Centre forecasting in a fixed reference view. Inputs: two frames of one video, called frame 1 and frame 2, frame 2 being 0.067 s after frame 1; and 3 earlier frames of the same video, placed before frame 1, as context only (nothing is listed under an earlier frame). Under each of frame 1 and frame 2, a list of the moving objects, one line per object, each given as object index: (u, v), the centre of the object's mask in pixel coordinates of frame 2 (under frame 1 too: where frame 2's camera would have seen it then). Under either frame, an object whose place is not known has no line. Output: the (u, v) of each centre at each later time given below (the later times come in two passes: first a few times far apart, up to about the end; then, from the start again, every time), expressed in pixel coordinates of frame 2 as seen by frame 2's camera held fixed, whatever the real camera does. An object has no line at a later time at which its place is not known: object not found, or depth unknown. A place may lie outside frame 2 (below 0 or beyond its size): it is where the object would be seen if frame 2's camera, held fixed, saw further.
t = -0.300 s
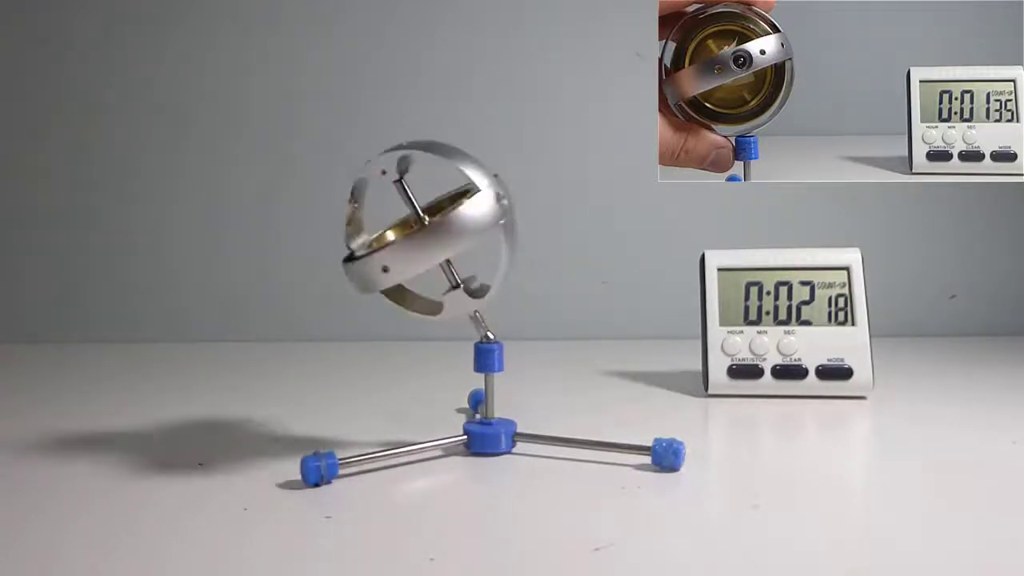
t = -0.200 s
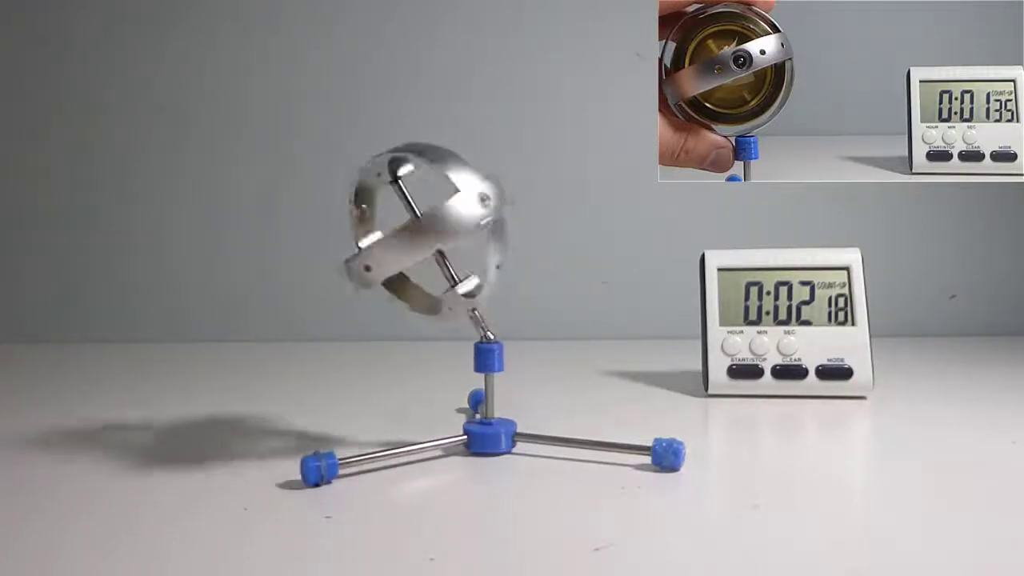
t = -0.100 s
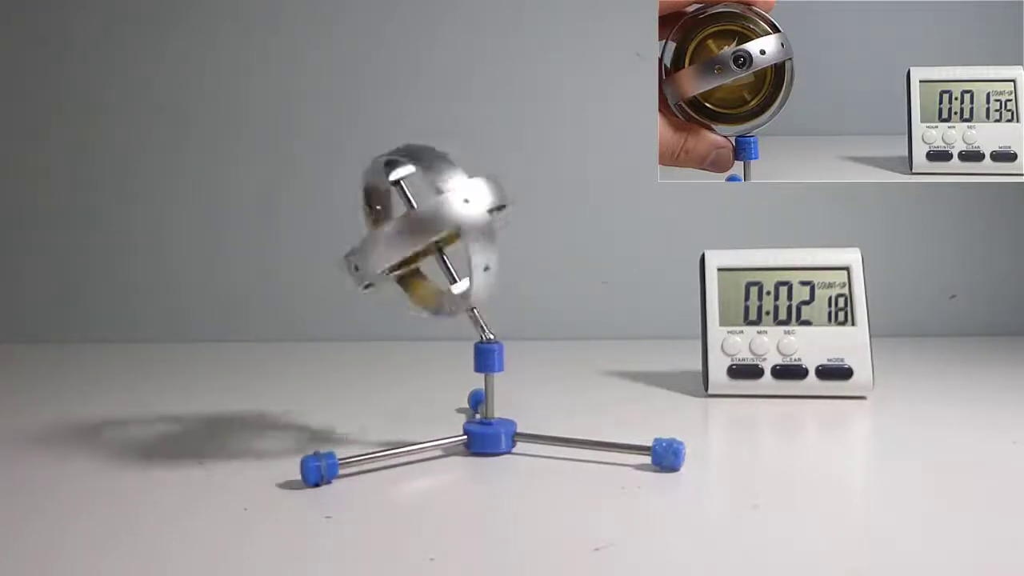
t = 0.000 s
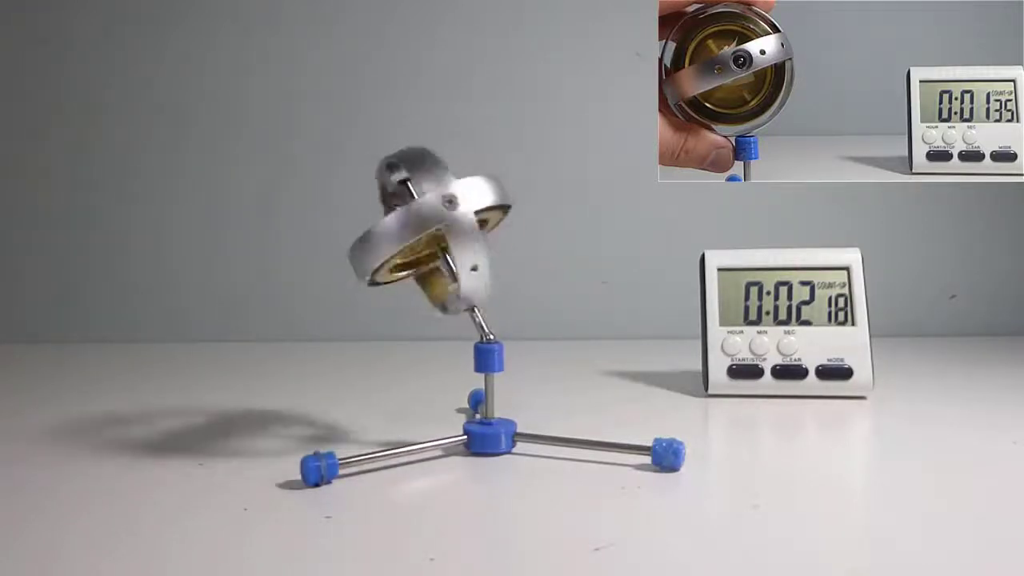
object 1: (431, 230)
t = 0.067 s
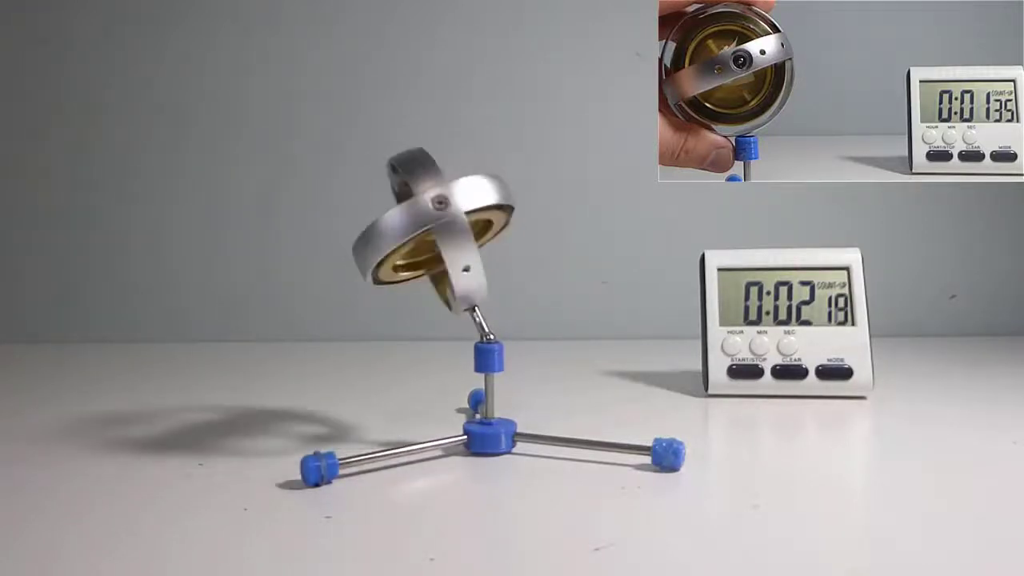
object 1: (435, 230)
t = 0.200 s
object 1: (445, 230)
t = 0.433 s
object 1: (475, 230)
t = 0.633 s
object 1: (501, 231)
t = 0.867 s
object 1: (529, 229)
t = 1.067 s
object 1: (544, 230)
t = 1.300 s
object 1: (547, 230)
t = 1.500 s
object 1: (530, 231)
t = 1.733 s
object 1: (499, 229)
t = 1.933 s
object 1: (468, 228)
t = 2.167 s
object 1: (440, 229)
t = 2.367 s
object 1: (428, 226)
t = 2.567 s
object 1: (429, 229)
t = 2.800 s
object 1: (442, 229)
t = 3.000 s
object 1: (465, 229)
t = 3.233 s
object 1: (497, 230)
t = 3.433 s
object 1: (520, 229)
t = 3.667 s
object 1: (542, 229)
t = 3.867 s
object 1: (547, 229)
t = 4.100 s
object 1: (532, 230)
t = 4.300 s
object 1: (506, 228)
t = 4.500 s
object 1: (476, 227)
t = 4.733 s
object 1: (445, 228)
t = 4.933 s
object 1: (431, 228)
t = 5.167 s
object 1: (430, 229)
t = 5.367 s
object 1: (438, 228)
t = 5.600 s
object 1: (465, 228)
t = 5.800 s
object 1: (491, 230)
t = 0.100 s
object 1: (437, 230)
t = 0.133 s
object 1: (440, 229)
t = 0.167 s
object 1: (442, 229)
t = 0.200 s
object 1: (445, 230)
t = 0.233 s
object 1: (449, 230)
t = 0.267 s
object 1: (454, 230)
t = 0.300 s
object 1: (458, 229)
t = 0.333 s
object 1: (462, 230)
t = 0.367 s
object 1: (466, 230)
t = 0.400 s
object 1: (471, 230)
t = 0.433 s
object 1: (475, 230)
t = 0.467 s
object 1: (480, 229)
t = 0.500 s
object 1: (484, 230)
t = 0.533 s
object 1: (488, 231)
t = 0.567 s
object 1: (493, 231)
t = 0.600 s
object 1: (497, 231)
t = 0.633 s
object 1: (501, 231)
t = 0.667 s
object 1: (505, 230)
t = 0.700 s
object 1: (510, 230)
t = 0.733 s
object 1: (513, 230)
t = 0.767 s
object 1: (517, 230)
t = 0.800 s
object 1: (521, 230)
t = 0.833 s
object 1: (525, 229)
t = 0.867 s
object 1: (529, 229)
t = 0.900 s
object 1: (532, 230)
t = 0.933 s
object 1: (534, 231)
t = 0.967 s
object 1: (538, 229)
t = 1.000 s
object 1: (540, 229)
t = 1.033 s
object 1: (543, 230)
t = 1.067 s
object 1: (544, 230)
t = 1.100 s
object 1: (545, 230)
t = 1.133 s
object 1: (547, 230)
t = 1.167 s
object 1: (548, 230)
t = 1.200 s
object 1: (549, 230)
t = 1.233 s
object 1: (548, 230)
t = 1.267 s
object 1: (548, 230)
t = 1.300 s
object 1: (547, 230)
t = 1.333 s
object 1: (545, 230)
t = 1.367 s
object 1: (543, 229)
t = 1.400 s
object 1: (540, 230)
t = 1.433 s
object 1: (537, 230)
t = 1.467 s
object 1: (534, 230)
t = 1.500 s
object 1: (530, 231)
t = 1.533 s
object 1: (526, 231)
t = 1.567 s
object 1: (522, 231)
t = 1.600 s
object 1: (518, 231)
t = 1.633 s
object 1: (513, 230)
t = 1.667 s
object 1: (509, 229)
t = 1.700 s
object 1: (504, 230)
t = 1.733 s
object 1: (499, 229)
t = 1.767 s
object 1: (494, 229)
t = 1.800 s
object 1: (489, 229)
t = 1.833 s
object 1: (483, 229)
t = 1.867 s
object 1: (479, 228)
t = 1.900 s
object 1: (474, 228)
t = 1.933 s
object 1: (468, 228)
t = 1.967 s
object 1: (463, 228)
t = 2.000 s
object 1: (459, 228)
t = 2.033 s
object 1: (454, 229)
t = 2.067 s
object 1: (450, 229)
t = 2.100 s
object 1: (447, 229)
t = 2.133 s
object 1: (443, 229)
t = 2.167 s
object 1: (440, 229)
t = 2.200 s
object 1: (438, 229)
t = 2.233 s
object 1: (435, 229)
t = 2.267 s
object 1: (433, 229)
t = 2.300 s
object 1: (431, 228)
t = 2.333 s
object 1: (430, 229)
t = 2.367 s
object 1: (428, 226)
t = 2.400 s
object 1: (428, 228)
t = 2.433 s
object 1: (427, 229)
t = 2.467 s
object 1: (427, 229)
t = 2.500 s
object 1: (428, 230)
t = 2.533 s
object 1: (429, 229)
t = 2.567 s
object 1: (429, 229)
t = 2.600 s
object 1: (430, 230)
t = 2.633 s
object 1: (431, 230)
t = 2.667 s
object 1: (433, 229)
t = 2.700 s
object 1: (435, 229)
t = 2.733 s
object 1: (437, 229)
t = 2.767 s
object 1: (439, 229)
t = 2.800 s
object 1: (442, 229)
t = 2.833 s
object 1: (445, 230)
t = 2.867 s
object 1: (448, 230)
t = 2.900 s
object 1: (453, 230)
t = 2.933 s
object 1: (457, 229)
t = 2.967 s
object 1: (461, 230)
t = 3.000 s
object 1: (465, 229)
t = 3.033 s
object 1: (470, 230)
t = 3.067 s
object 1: (475, 229)
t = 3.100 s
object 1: (479, 229)
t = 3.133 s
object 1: (484, 230)
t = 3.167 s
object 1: (488, 230)
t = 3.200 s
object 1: (493, 230)
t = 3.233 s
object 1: (497, 230)
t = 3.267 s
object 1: (501, 230)
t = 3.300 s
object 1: (505, 230)
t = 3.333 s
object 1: (509, 230)
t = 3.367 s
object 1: (513, 230)
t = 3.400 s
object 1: (517, 230)
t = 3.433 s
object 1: (520, 229)
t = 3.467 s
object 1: (524, 229)
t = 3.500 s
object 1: (532, 226)
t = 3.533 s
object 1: (530, 230)
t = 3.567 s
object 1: (533, 229)
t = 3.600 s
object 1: (536, 229)
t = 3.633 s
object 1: (540, 228)
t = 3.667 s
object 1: (542, 229)
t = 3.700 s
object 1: (544, 230)
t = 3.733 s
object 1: (545, 230)
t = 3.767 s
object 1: (546, 230)
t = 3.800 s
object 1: (547, 229)
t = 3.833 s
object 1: (547, 230)
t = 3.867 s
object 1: (547, 229)
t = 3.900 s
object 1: (546, 229)
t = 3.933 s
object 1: (545, 229)
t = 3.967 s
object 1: (543, 229)
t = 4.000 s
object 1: (541, 229)
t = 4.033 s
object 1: (538, 229)
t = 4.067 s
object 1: (535, 230)
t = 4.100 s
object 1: (532, 230)
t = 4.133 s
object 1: (528, 230)
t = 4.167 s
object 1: (524, 230)
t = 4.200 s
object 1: (520, 229)
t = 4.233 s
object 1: (515, 229)
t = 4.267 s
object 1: (511, 228)
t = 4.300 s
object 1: (506, 228)
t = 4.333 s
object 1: (502, 229)
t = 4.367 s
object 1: (497, 229)
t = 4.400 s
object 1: (493, 229)
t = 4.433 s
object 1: (487, 228)
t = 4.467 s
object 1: (481, 228)
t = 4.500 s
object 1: (476, 227)
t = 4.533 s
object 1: (471, 227)
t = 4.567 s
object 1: (466, 228)
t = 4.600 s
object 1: (462, 228)
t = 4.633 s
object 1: (457, 228)
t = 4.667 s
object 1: (453, 228)
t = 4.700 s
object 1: (449, 228)
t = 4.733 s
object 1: (445, 228)
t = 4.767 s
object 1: (443, 229)
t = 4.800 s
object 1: (439, 228)
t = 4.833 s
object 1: (437, 229)
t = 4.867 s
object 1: (435, 228)
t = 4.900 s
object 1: (433, 228)
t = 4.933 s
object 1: (431, 228)
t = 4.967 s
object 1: (430, 228)
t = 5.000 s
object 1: (430, 228)
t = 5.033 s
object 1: (429, 228)
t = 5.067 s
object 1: (429, 228)
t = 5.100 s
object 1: (429, 229)
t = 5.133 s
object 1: (429, 229)
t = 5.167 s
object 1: (430, 229)
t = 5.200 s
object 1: (430, 229)
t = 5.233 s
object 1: (432, 229)
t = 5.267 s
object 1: (433, 229)
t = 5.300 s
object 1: (434, 229)
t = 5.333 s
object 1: (437, 228)
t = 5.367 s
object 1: (438, 228)
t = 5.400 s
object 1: (442, 229)
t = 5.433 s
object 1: (445, 229)
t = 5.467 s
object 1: (448, 229)
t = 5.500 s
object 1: (452, 229)
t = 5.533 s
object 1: (456, 229)
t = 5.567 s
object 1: (460, 229)
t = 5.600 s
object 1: (465, 228)
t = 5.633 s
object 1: (468, 229)
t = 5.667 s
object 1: (474, 229)
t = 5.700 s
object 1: (478, 230)
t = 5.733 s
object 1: (483, 230)
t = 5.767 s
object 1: (487, 230)
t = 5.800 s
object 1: (491, 230)
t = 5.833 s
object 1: (495, 229)
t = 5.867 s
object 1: (499, 229)
